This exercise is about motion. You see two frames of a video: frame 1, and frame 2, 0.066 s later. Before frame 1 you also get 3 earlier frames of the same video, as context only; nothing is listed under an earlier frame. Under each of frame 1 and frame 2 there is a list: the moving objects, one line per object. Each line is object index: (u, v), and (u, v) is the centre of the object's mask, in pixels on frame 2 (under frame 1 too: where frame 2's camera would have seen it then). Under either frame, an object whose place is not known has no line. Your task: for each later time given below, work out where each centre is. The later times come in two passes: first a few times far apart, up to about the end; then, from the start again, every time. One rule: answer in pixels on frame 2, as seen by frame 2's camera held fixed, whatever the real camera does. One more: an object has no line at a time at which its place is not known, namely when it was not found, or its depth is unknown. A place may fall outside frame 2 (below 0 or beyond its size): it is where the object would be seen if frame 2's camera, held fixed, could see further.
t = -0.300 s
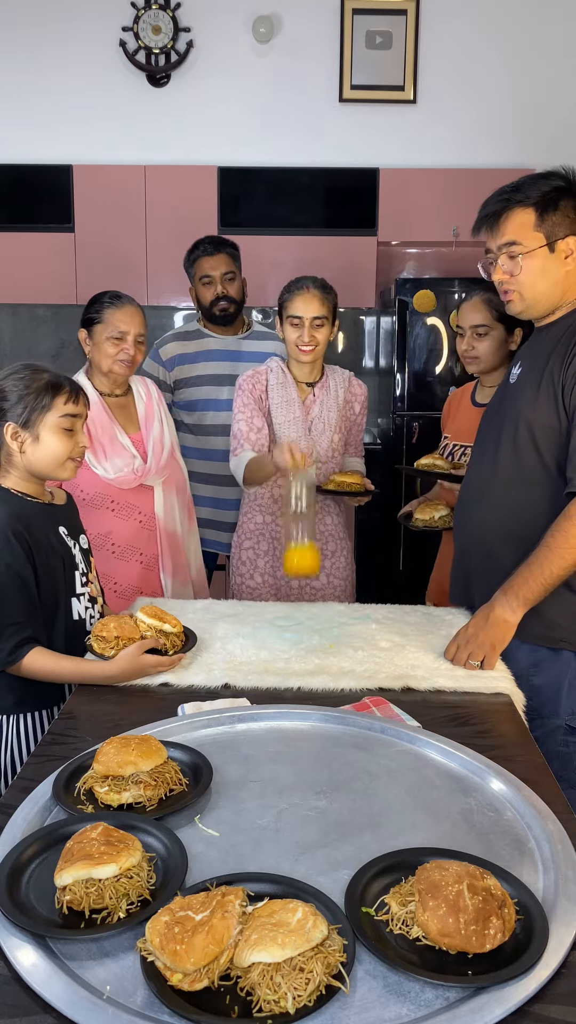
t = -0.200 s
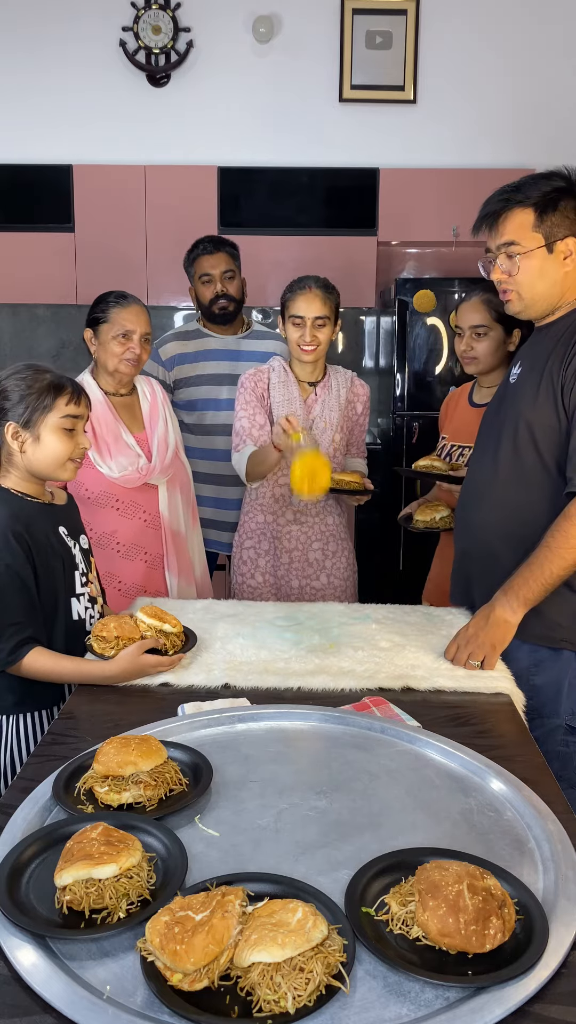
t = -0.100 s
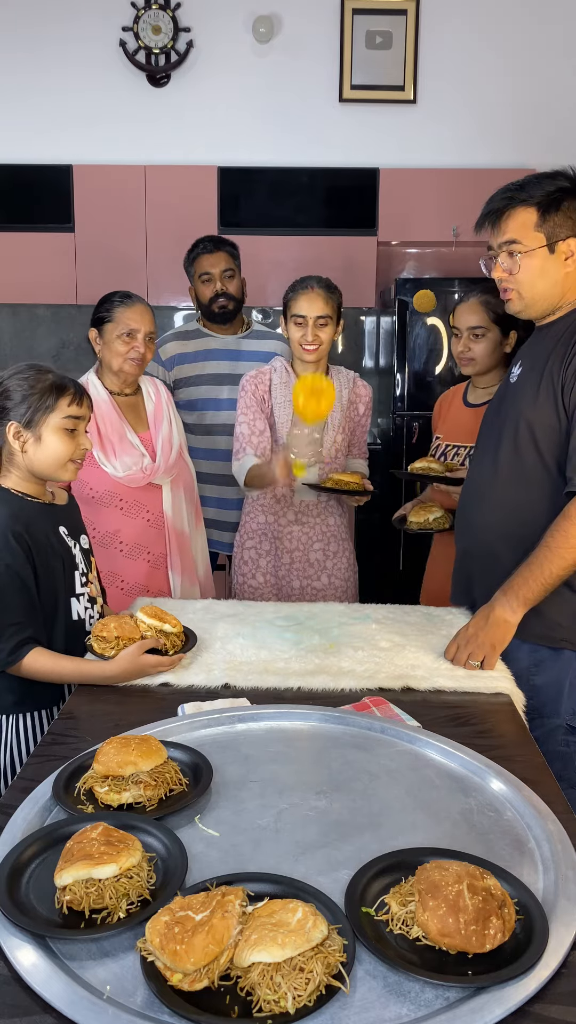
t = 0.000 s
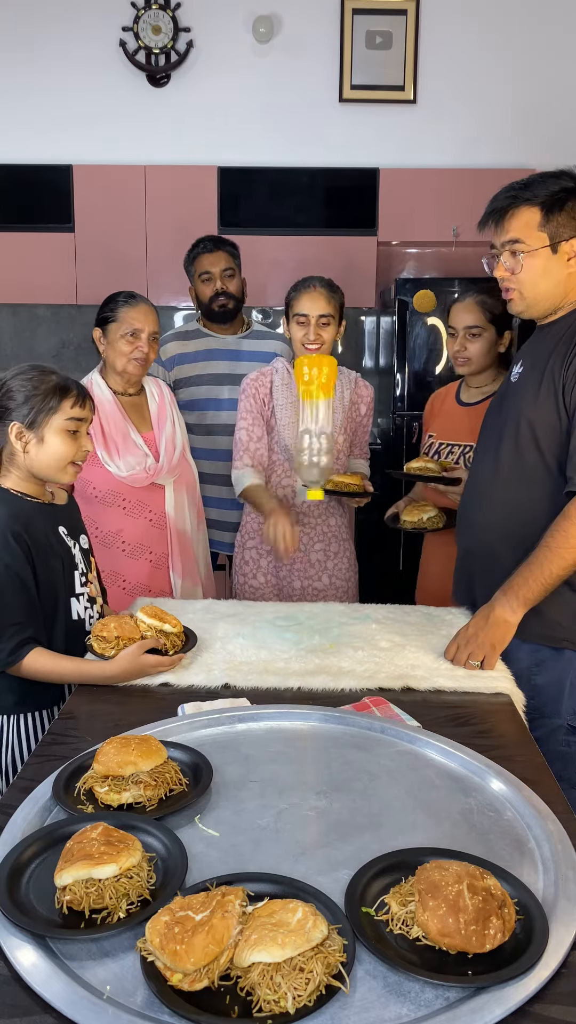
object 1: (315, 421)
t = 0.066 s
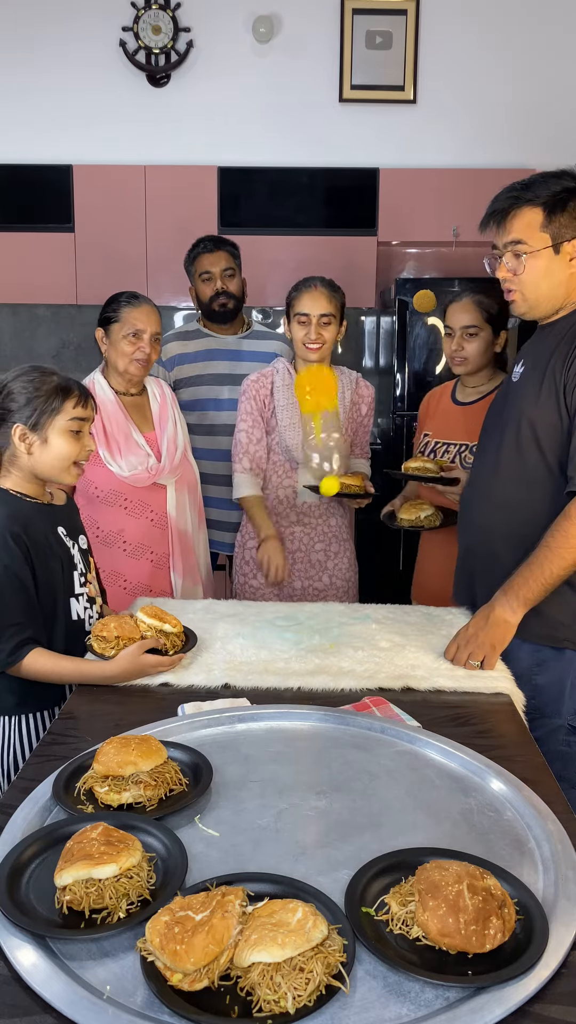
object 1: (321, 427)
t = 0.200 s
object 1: (327, 492)
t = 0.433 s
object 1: (315, 590)
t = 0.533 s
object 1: (312, 588)
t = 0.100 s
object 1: (323, 433)
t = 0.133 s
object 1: (325, 444)
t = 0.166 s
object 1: (325, 465)
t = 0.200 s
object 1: (327, 492)
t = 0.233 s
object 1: (328, 523)
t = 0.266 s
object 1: (328, 558)
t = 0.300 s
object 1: (326, 595)
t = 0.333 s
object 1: (322, 594)
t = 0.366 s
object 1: (320, 592)
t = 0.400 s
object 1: (317, 591)
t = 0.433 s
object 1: (315, 590)
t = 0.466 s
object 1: (313, 590)
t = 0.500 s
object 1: (312, 589)
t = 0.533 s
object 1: (312, 588)
